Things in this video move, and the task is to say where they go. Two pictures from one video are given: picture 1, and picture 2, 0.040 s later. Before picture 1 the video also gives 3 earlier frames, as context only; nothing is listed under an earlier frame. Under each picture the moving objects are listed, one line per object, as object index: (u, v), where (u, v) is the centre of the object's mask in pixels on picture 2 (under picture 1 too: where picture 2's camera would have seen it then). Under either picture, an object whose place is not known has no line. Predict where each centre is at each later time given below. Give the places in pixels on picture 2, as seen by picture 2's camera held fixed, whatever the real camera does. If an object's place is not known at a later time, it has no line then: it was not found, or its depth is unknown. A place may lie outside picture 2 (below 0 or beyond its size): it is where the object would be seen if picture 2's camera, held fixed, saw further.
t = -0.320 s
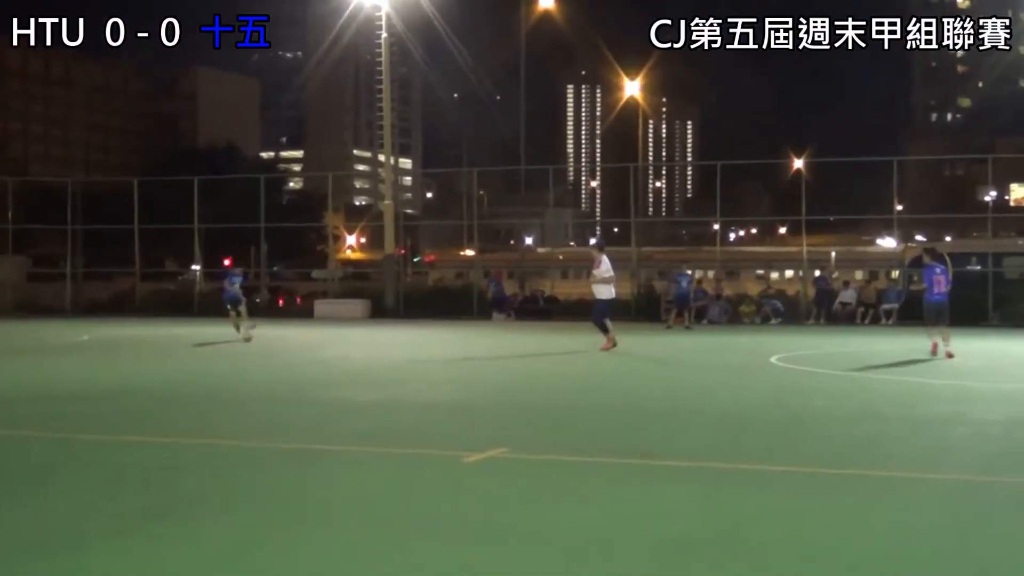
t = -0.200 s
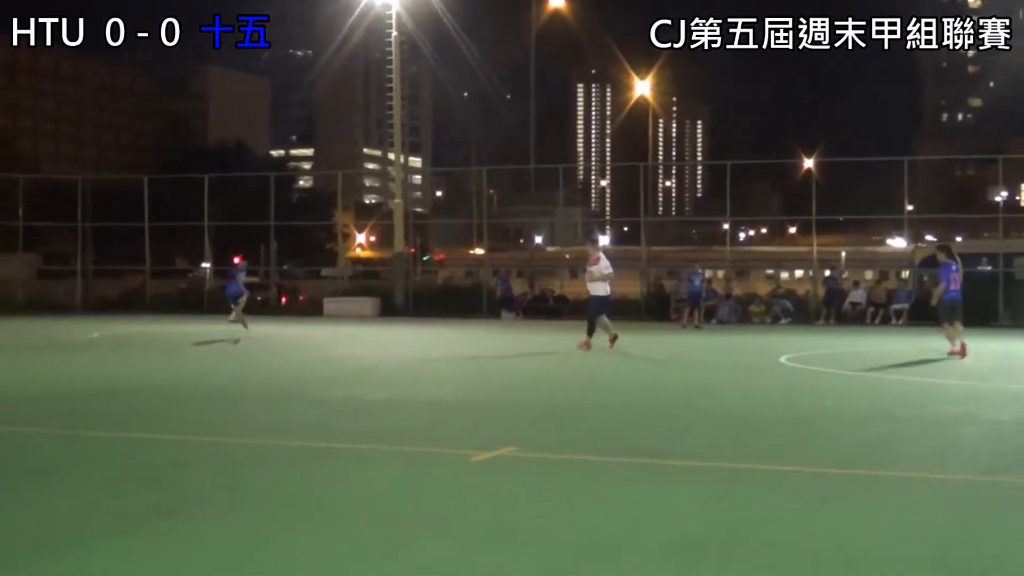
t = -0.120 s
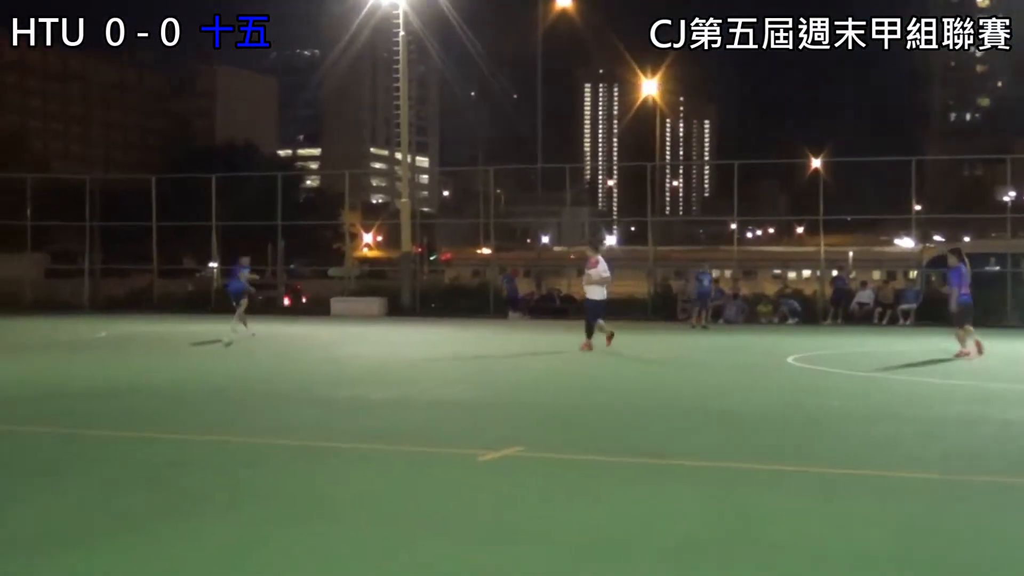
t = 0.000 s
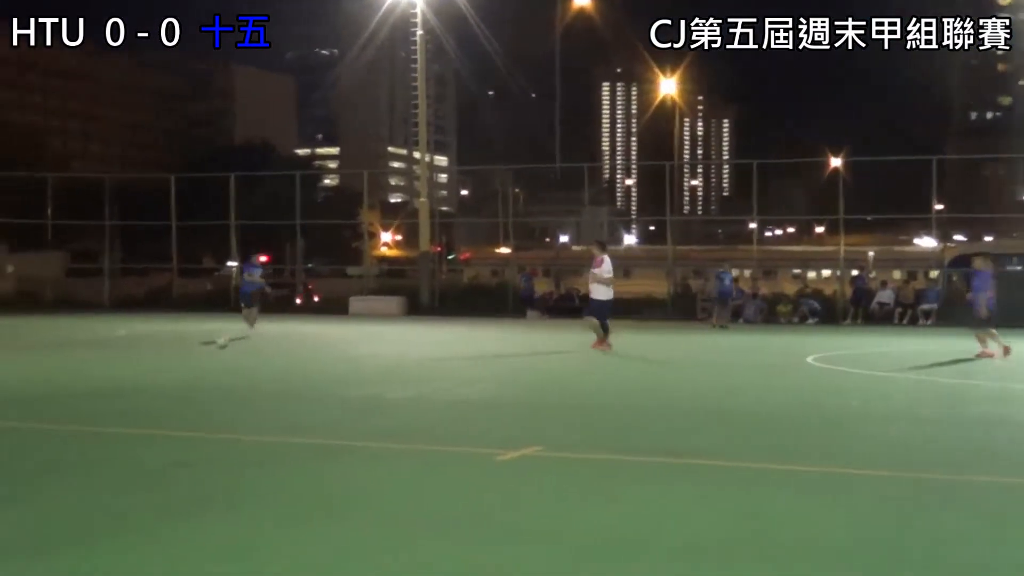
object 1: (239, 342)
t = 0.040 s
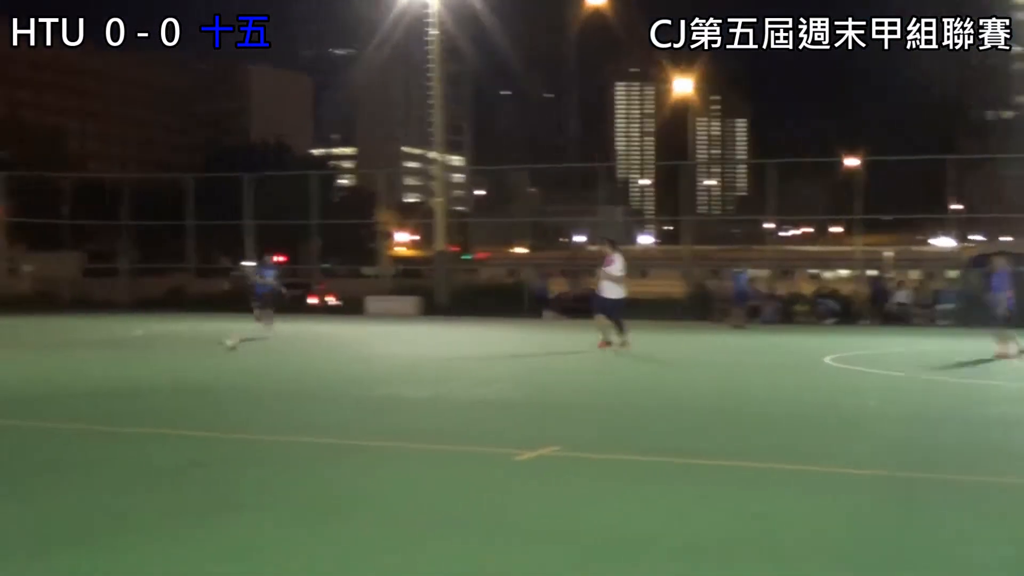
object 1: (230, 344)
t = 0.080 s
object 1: (222, 345)
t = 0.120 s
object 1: (215, 345)
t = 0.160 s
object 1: (206, 347)
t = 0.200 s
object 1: (198, 348)
